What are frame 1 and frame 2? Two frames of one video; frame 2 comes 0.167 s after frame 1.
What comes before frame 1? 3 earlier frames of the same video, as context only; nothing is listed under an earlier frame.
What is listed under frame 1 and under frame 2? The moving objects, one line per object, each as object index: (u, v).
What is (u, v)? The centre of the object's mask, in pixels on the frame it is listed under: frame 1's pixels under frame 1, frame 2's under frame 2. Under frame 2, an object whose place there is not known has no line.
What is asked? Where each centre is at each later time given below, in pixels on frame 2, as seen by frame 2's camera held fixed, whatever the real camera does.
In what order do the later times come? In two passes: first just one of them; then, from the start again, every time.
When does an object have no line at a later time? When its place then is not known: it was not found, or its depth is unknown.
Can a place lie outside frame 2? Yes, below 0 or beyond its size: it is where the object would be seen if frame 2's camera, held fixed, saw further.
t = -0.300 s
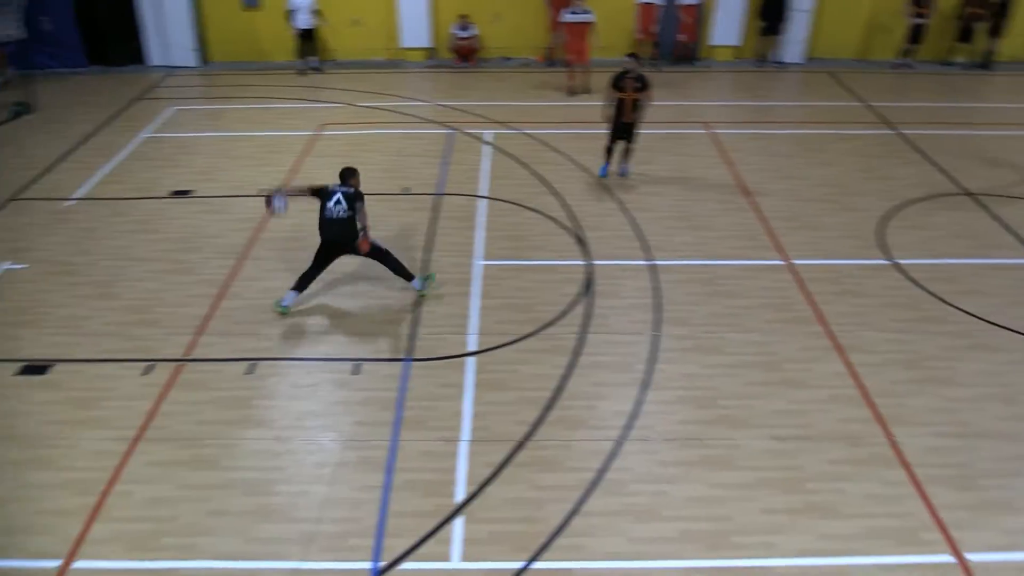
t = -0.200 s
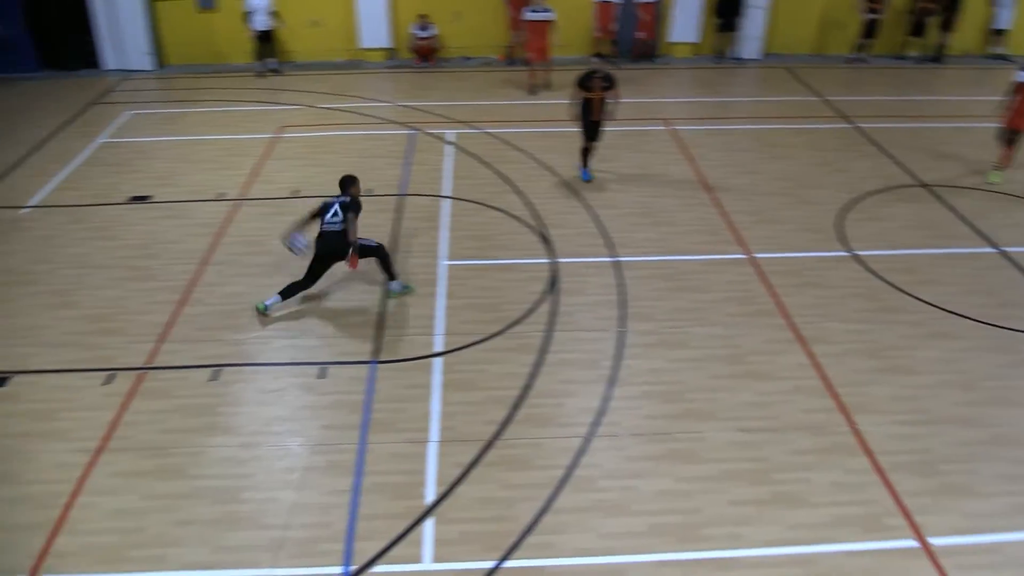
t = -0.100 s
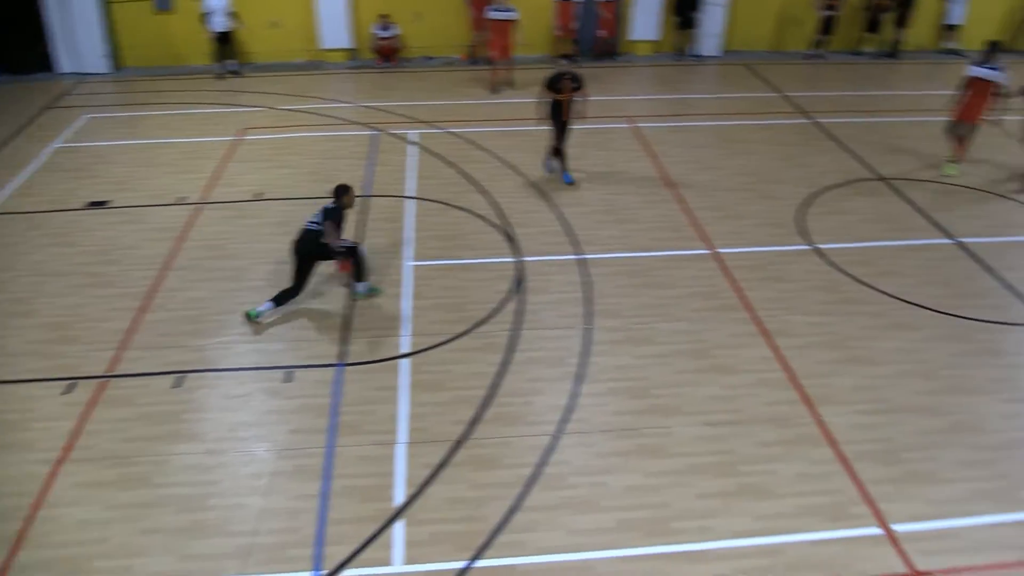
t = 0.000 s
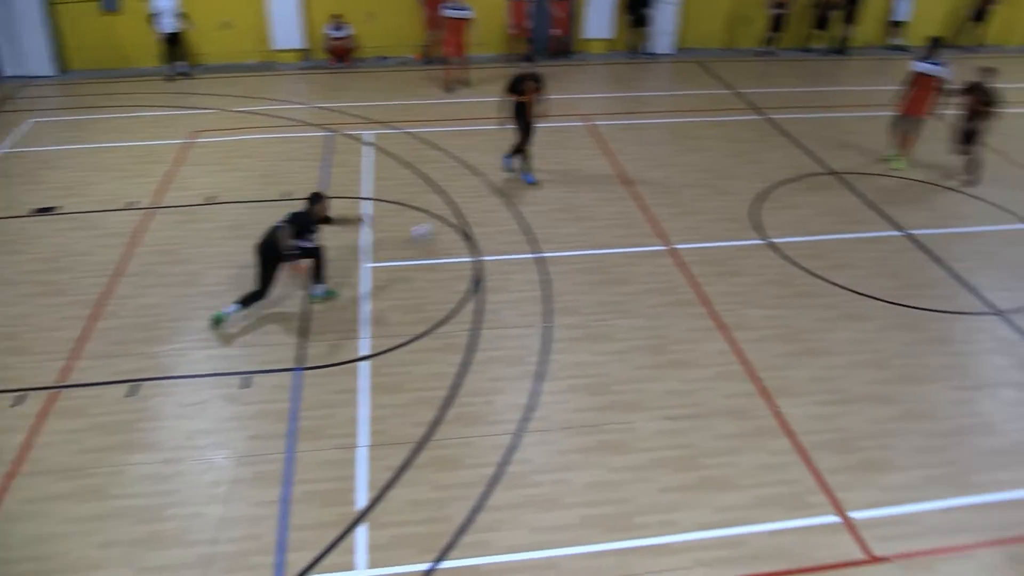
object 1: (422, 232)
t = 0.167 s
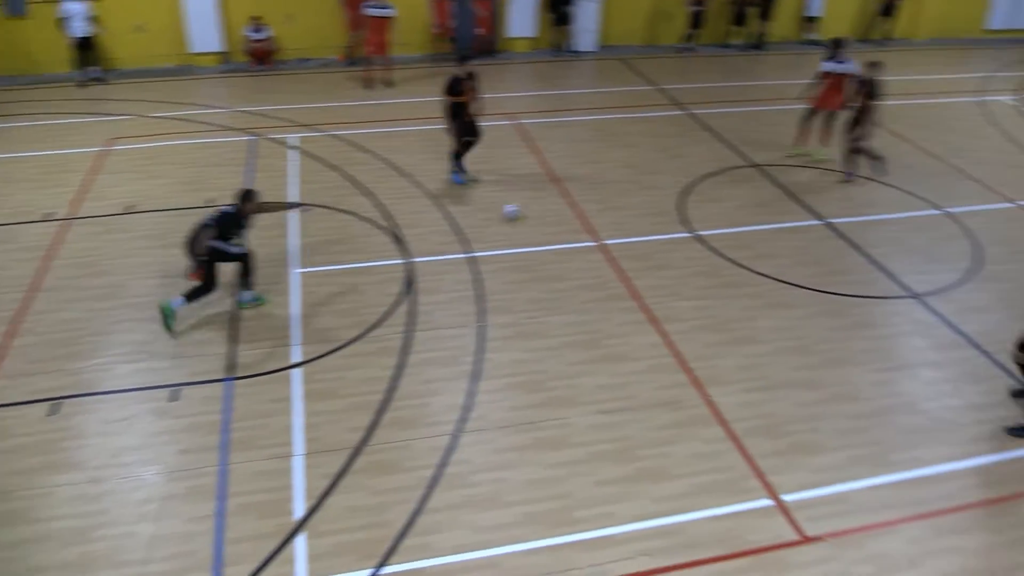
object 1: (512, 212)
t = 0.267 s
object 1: (579, 194)
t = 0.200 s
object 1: (535, 207)
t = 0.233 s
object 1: (558, 200)
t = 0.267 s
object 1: (579, 194)
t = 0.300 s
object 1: (599, 191)
